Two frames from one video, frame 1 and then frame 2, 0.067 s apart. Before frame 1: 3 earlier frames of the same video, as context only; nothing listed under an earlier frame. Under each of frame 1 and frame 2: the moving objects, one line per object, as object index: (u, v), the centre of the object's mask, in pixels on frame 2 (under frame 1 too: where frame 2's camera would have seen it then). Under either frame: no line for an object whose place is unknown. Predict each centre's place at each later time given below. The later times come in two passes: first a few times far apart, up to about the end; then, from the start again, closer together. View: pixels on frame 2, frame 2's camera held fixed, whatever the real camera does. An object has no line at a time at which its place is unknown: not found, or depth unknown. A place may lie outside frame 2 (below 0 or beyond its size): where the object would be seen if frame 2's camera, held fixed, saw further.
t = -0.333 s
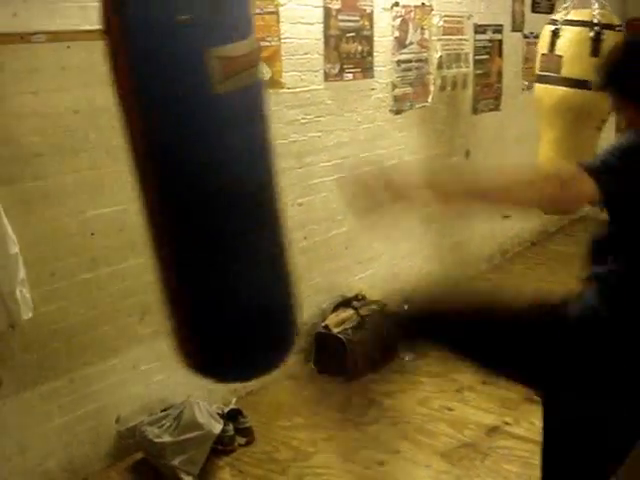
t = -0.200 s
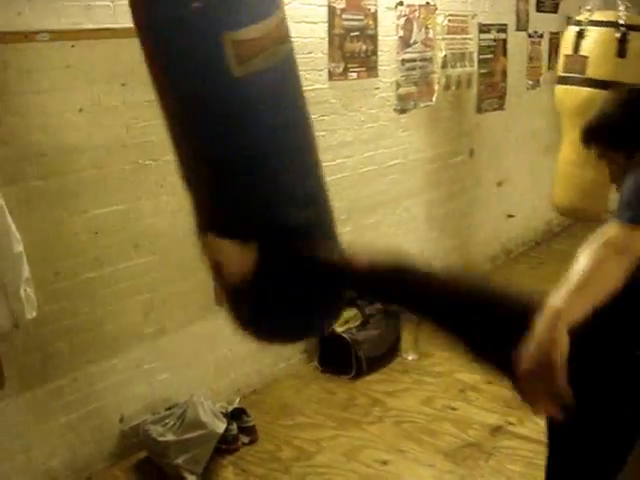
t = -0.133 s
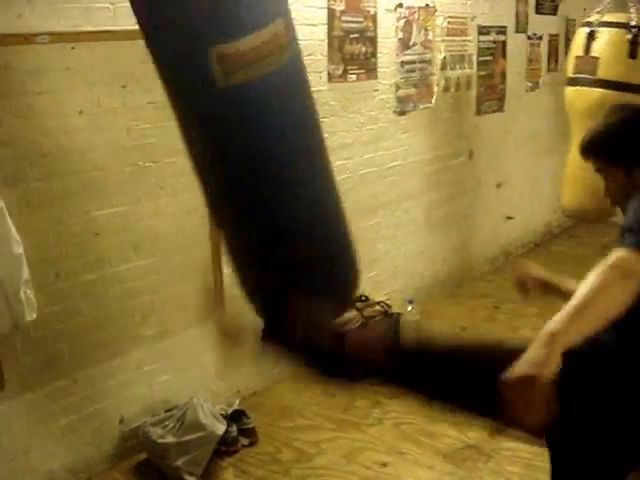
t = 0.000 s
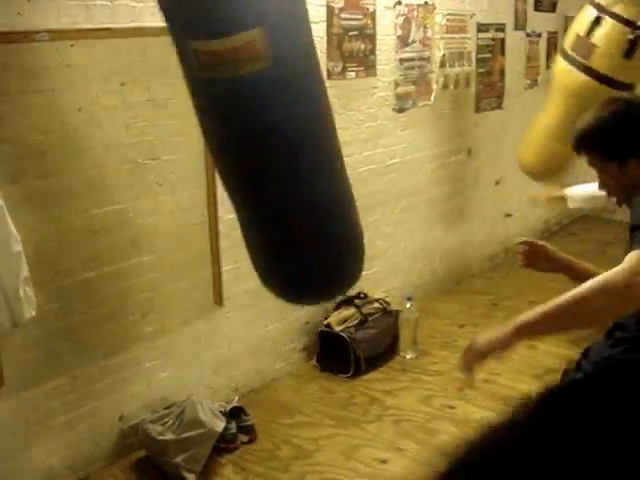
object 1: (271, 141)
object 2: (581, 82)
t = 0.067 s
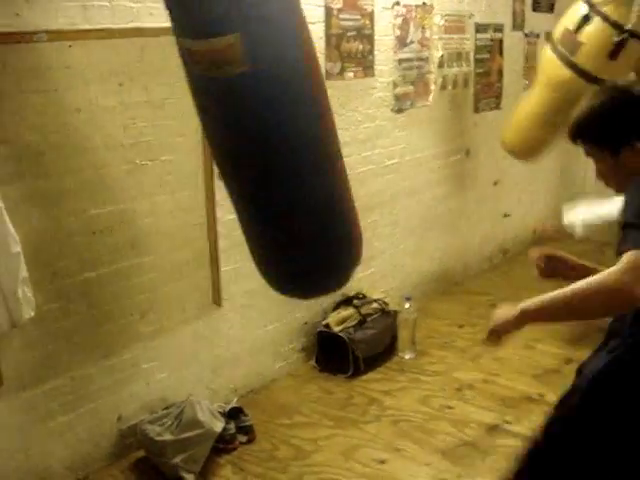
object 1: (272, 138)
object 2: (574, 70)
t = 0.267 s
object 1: (252, 138)
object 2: (547, 61)
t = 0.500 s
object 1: (205, 168)
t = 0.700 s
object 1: (133, 219)
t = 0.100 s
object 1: (271, 137)
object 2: (571, 66)
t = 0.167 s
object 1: (266, 137)
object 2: (563, 61)
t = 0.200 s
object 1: (262, 137)
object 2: (556, 61)
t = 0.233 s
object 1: (258, 137)
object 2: (551, 61)
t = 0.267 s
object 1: (252, 138)
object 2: (547, 61)
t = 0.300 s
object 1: (248, 141)
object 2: (539, 64)
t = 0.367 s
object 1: (237, 148)
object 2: (530, 67)
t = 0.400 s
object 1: (231, 154)
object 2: (529, 67)
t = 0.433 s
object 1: (224, 159)
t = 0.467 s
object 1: (215, 163)
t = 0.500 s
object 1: (205, 168)
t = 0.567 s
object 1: (181, 179)
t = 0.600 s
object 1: (169, 186)
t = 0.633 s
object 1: (156, 194)
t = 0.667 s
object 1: (144, 204)
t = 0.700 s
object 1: (133, 219)
